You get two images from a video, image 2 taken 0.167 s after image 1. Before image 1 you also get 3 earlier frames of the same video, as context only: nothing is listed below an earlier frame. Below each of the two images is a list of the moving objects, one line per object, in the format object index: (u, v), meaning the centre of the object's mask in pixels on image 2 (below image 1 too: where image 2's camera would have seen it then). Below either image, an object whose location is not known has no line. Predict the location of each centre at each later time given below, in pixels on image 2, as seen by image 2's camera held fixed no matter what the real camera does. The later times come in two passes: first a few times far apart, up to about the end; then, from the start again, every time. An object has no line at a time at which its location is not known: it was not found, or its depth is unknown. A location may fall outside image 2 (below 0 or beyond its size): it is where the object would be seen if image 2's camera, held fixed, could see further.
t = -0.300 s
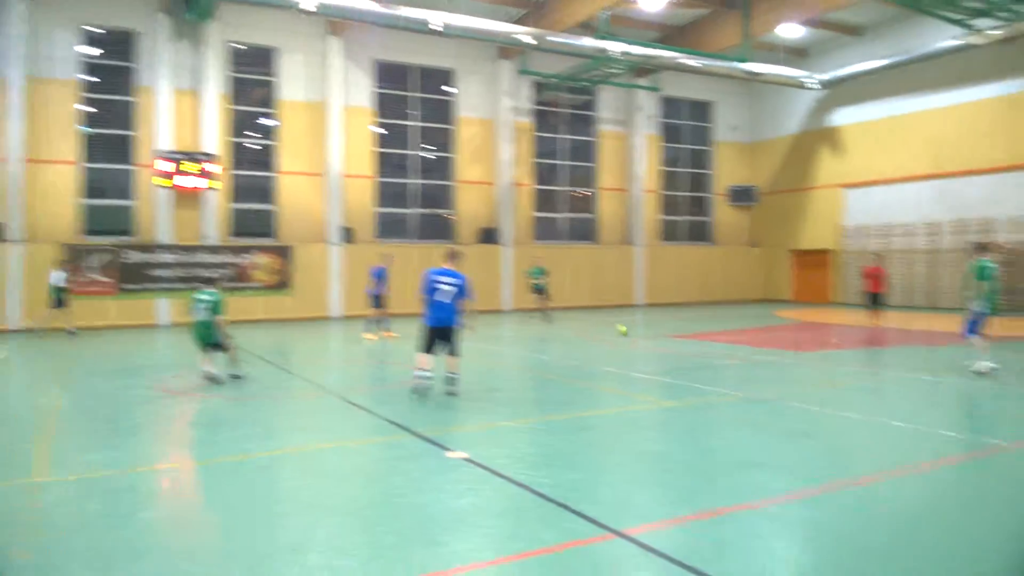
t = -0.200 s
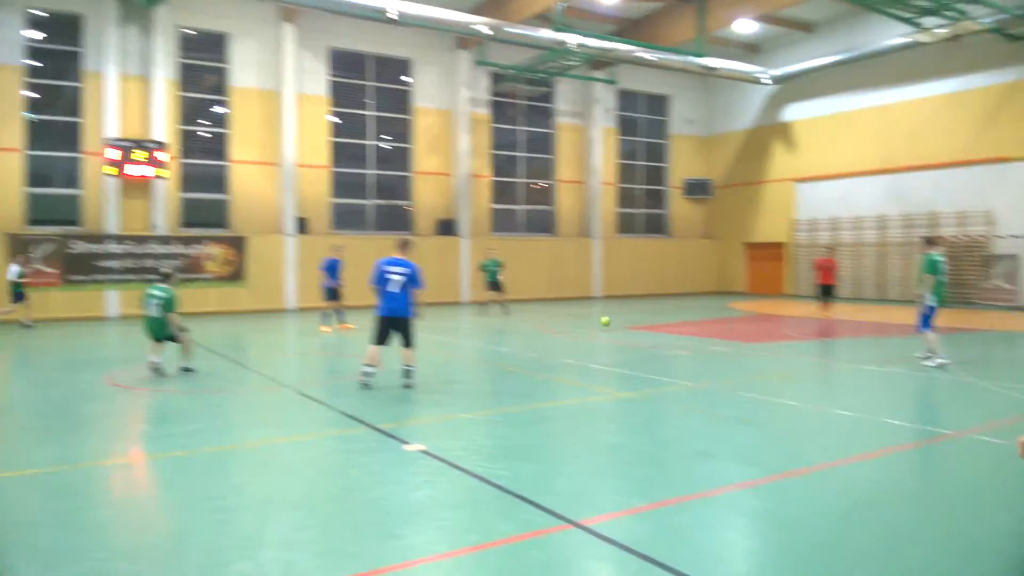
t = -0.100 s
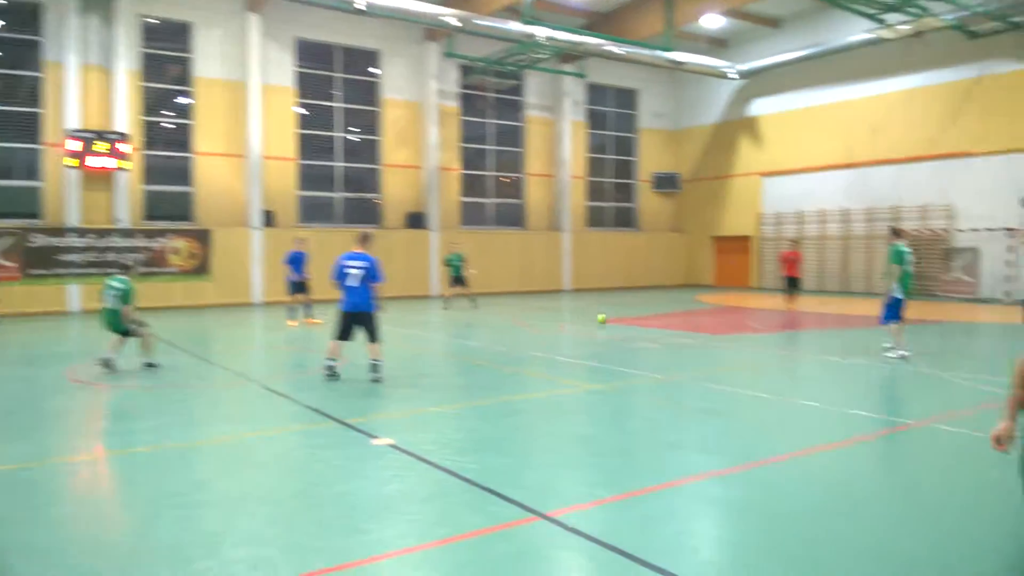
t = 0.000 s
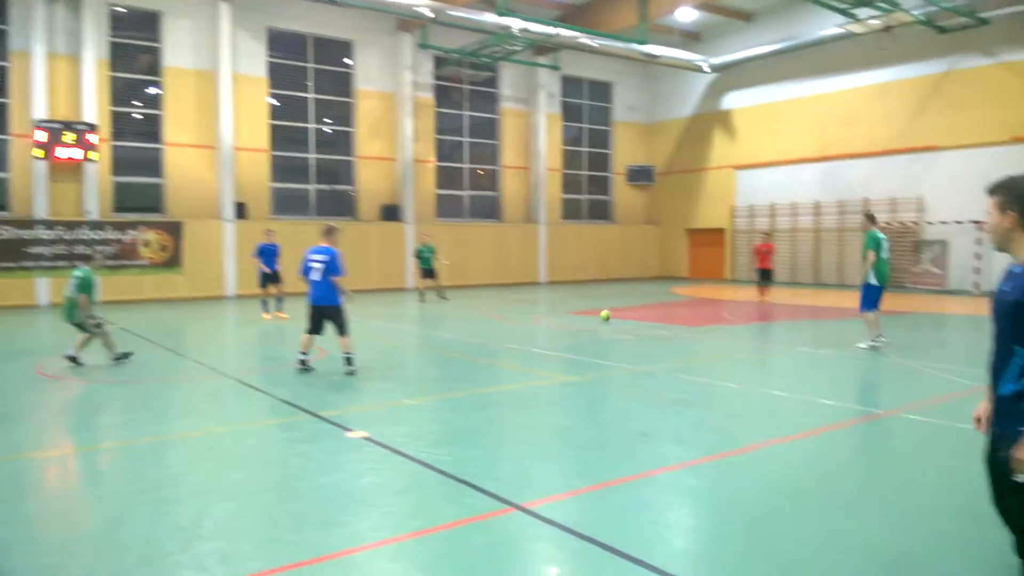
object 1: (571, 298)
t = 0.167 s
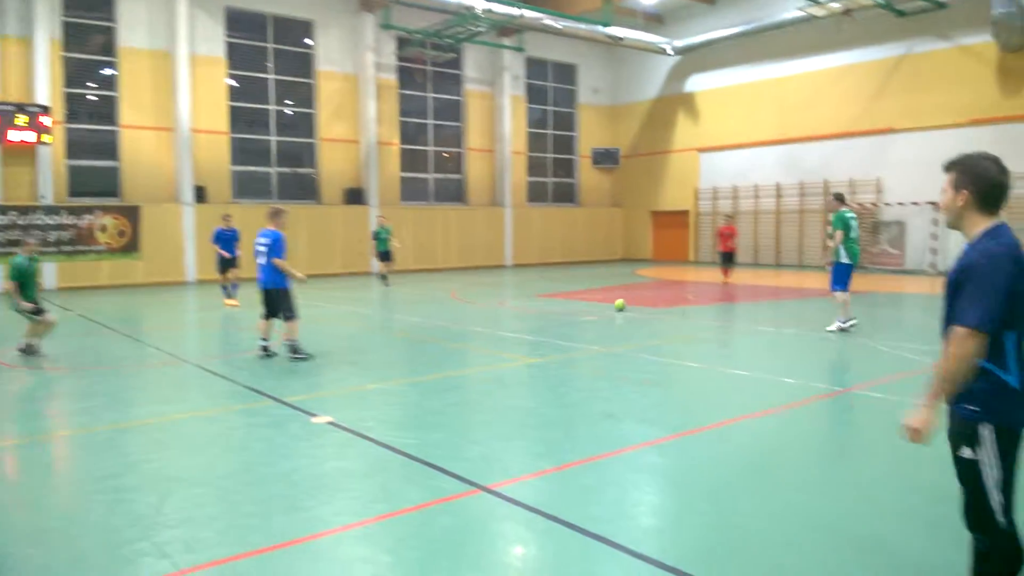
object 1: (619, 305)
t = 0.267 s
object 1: (653, 308)
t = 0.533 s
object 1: (756, 320)
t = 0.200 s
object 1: (630, 306)
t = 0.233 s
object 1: (641, 306)
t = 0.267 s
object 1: (653, 308)
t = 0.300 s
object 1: (664, 310)
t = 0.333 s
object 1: (676, 311)
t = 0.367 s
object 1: (688, 312)
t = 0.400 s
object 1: (701, 312)
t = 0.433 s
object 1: (714, 315)
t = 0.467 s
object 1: (727, 317)
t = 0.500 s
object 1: (741, 318)
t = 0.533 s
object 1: (756, 320)
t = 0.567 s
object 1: (771, 322)
